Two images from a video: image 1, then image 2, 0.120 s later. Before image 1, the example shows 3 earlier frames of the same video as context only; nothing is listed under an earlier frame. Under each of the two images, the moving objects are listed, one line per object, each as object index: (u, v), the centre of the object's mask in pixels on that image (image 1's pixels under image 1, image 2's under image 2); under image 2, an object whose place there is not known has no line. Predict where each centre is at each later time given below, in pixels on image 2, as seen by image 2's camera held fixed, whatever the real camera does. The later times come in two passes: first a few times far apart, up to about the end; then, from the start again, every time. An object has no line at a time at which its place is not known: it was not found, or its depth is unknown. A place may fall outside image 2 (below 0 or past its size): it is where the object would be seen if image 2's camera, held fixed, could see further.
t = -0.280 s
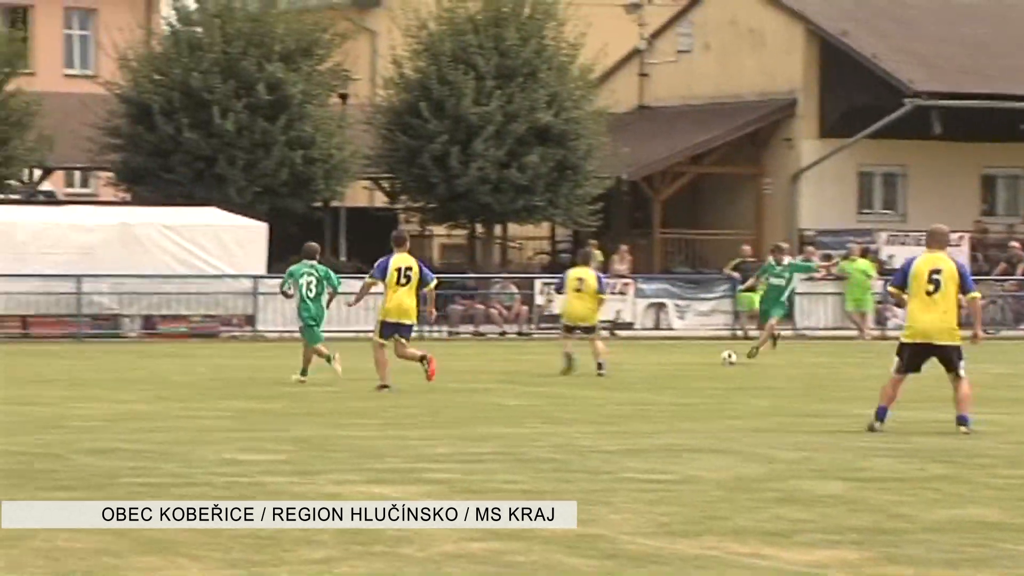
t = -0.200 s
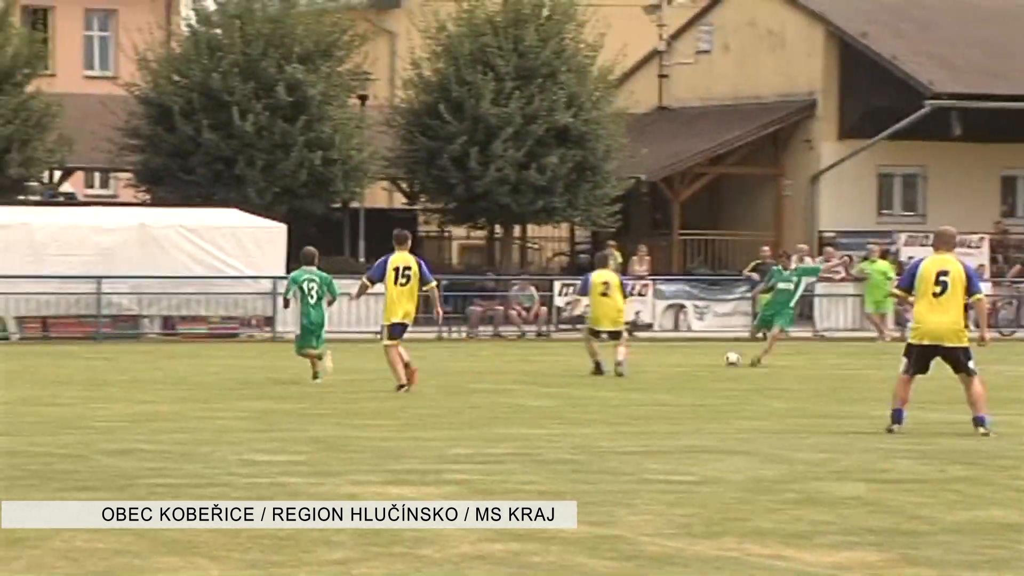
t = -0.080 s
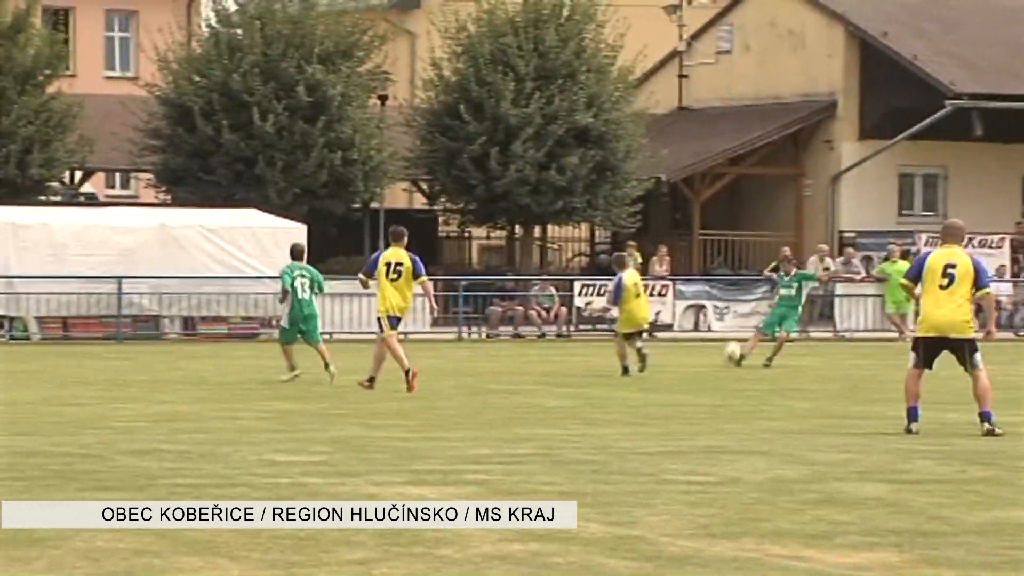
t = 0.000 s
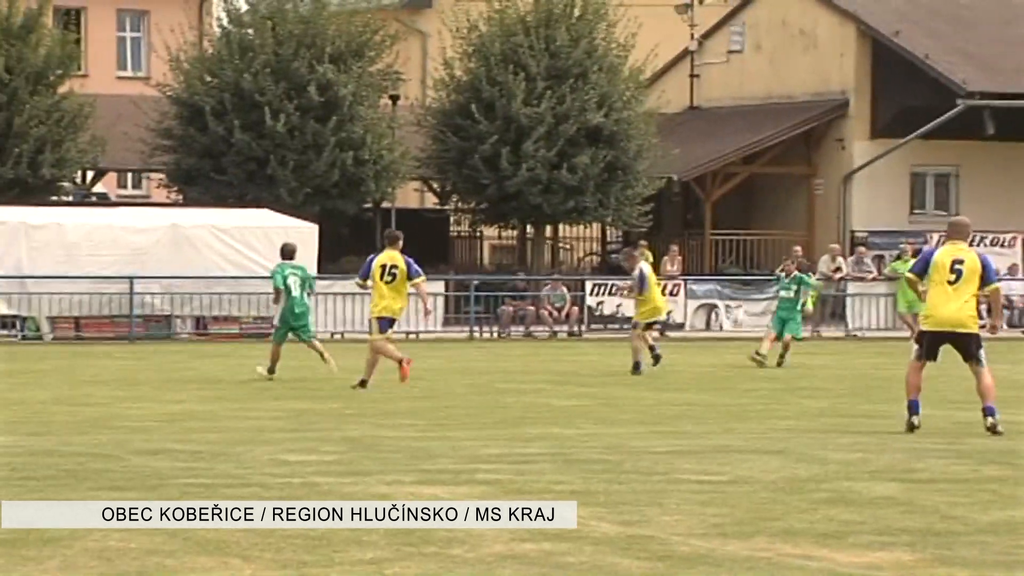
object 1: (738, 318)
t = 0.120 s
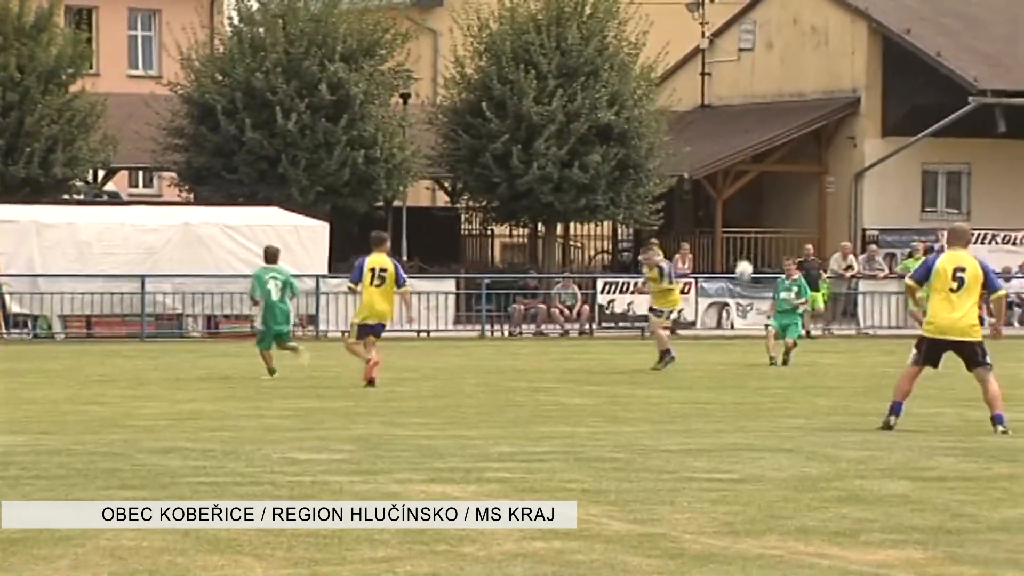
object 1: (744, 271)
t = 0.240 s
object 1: (745, 229)
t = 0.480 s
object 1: (765, 169)
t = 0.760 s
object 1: (813, 135)
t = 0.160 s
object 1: (743, 257)
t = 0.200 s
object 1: (744, 244)
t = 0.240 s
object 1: (745, 229)
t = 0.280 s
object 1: (747, 218)
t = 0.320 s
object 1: (750, 207)
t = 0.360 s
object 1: (752, 196)
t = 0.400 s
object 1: (757, 187)
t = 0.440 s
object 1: (760, 177)
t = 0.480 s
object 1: (765, 169)
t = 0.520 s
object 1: (770, 161)
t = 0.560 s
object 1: (776, 155)
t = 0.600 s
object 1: (783, 149)
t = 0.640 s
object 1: (789, 144)
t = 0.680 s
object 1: (797, 140)
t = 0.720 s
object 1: (804, 137)
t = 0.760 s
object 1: (813, 135)
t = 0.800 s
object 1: (823, 135)
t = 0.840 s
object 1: (833, 136)
